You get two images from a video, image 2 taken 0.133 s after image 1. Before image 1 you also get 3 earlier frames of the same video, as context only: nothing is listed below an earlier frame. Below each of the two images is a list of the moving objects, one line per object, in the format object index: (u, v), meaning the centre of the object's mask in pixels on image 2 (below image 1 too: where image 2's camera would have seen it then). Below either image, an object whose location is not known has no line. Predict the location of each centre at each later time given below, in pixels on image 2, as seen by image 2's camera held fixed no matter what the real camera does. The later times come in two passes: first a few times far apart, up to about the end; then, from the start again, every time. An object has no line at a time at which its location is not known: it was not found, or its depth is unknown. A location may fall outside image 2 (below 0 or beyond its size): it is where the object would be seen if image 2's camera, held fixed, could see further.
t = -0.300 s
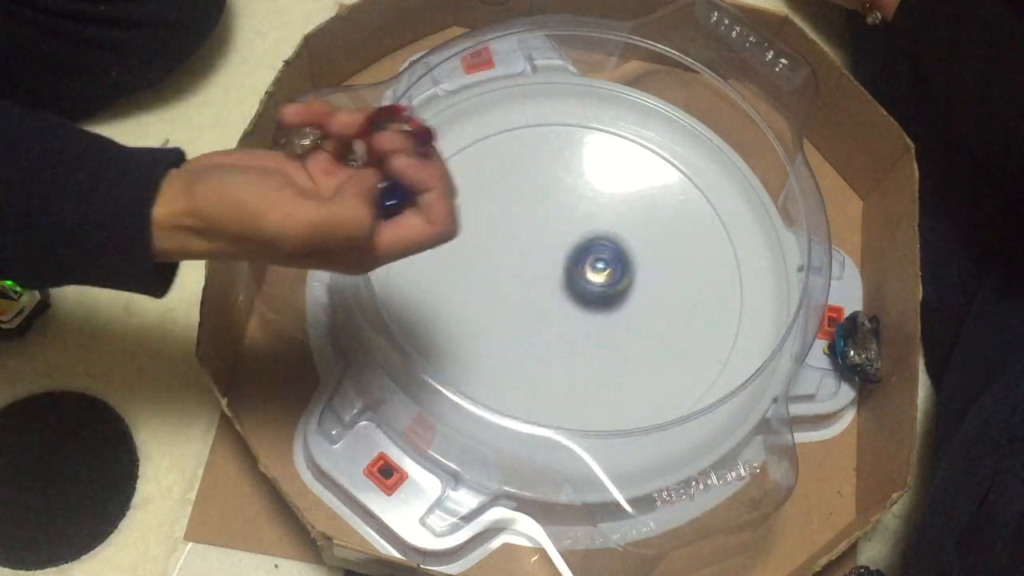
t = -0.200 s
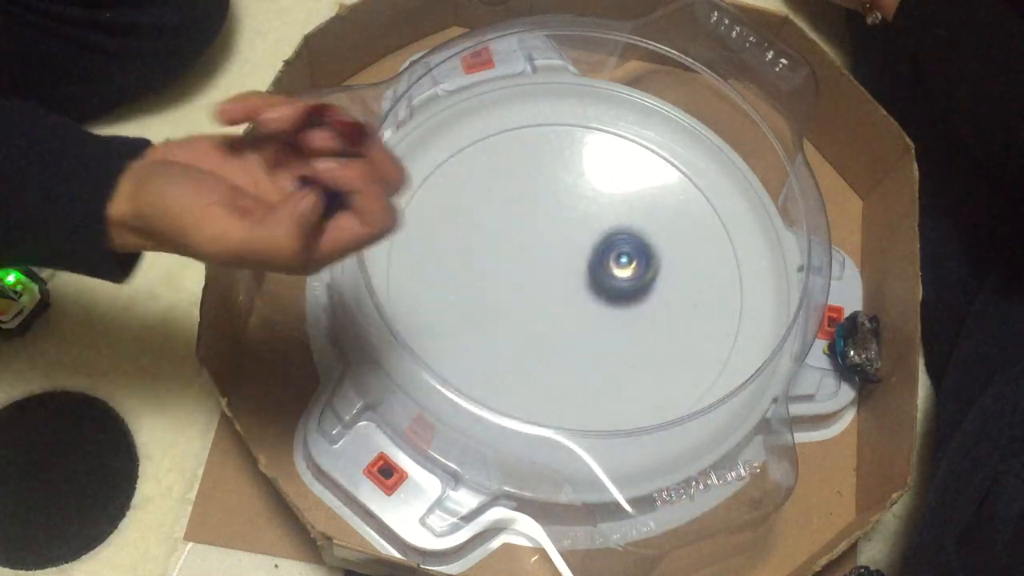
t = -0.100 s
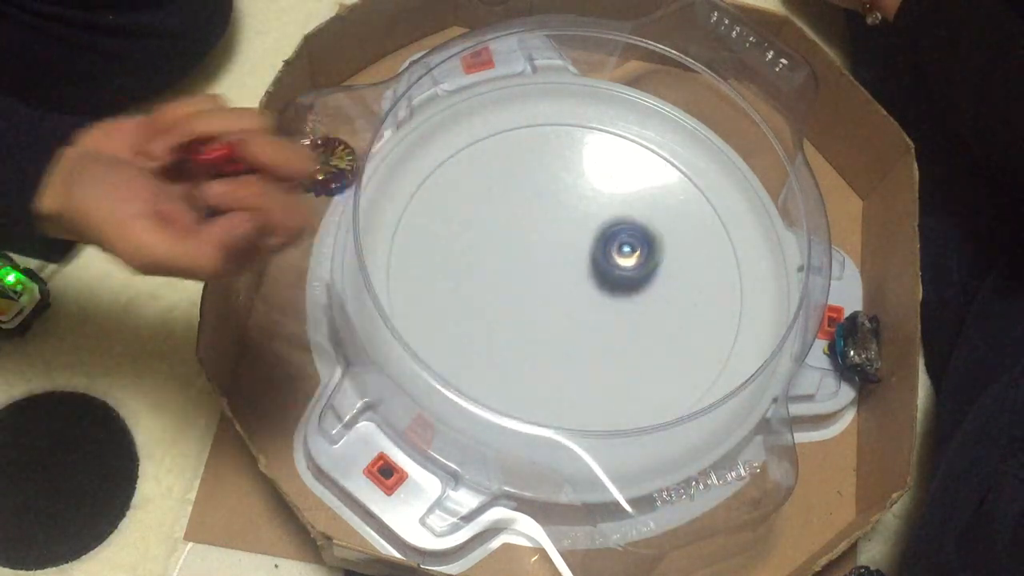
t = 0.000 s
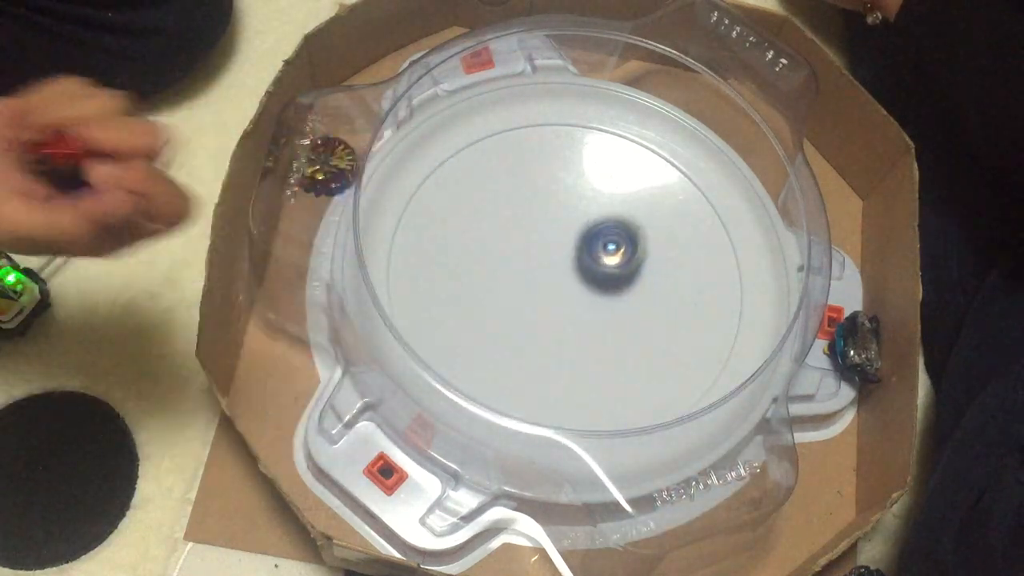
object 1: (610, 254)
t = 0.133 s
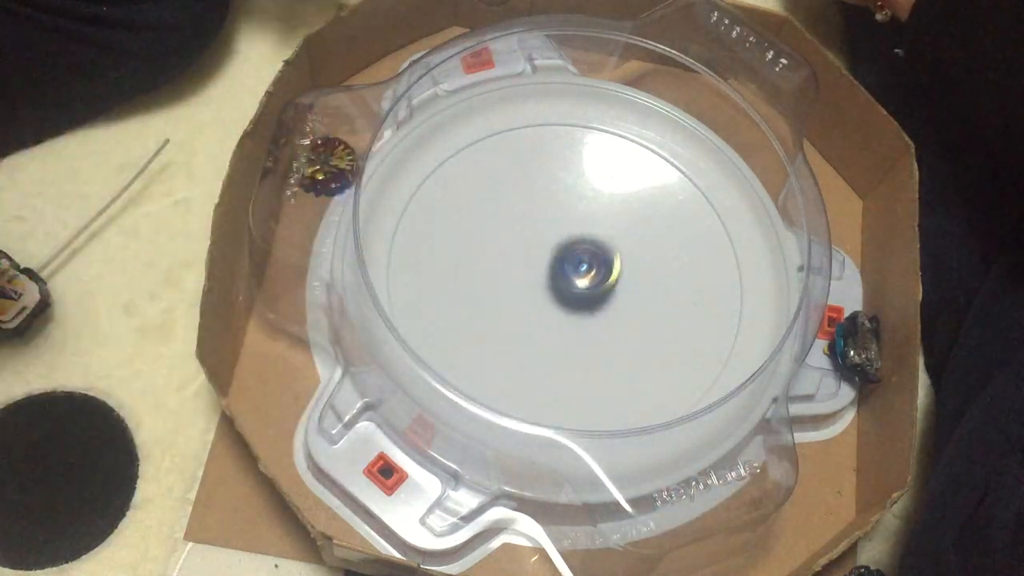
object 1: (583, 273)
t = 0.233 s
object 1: (574, 299)
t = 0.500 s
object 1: (599, 329)
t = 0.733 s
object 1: (574, 288)
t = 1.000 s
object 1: (513, 285)
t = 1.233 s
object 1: (536, 299)
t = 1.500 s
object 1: (572, 251)
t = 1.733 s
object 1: (547, 235)
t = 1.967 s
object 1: (562, 283)
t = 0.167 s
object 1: (578, 281)
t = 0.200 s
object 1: (575, 290)
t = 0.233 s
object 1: (574, 299)
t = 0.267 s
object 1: (574, 308)
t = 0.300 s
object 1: (575, 316)
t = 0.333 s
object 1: (579, 323)
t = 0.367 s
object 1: (582, 329)
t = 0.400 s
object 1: (587, 332)
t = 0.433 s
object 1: (592, 334)
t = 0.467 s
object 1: (596, 332)
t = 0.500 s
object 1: (599, 329)
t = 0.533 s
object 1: (601, 325)
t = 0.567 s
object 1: (600, 319)
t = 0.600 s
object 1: (598, 312)
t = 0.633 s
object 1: (594, 306)
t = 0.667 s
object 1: (588, 300)
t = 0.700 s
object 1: (582, 293)
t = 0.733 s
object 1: (574, 288)
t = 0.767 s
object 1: (566, 284)
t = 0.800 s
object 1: (557, 281)
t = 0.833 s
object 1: (547, 279)
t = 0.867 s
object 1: (537, 278)
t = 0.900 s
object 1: (529, 278)
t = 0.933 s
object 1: (522, 280)
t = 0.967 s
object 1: (517, 282)
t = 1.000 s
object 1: (513, 285)
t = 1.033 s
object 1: (512, 289)
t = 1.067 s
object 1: (512, 292)
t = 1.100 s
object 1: (514, 295)
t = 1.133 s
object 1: (517, 298)
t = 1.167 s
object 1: (522, 300)
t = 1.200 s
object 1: (529, 301)
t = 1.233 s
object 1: (536, 299)
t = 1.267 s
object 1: (543, 296)
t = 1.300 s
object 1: (551, 292)
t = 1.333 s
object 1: (557, 287)
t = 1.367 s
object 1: (563, 281)
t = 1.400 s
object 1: (568, 274)
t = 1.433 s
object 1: (570, 267)
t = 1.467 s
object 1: (572, 258)
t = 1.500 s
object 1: (572, 251)
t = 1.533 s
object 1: (571, 245)
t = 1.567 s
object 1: (568, 239)
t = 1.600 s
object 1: (565, 235)
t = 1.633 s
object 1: (560, 232)
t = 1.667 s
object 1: (555, 231)
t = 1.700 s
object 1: (551, 233)
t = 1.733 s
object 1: (547, 235)
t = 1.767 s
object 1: (544, 240)
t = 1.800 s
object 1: (542, 247)
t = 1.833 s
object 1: (543, 254)
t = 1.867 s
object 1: (545, 262)
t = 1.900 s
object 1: (550, 269)
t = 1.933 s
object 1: (556, 276)
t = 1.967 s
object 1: (562, 283)
